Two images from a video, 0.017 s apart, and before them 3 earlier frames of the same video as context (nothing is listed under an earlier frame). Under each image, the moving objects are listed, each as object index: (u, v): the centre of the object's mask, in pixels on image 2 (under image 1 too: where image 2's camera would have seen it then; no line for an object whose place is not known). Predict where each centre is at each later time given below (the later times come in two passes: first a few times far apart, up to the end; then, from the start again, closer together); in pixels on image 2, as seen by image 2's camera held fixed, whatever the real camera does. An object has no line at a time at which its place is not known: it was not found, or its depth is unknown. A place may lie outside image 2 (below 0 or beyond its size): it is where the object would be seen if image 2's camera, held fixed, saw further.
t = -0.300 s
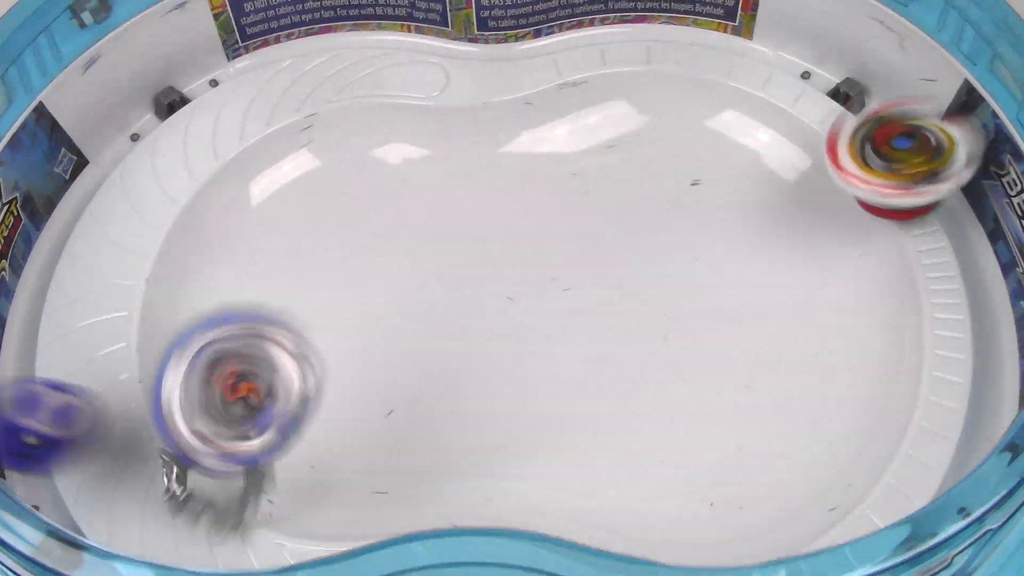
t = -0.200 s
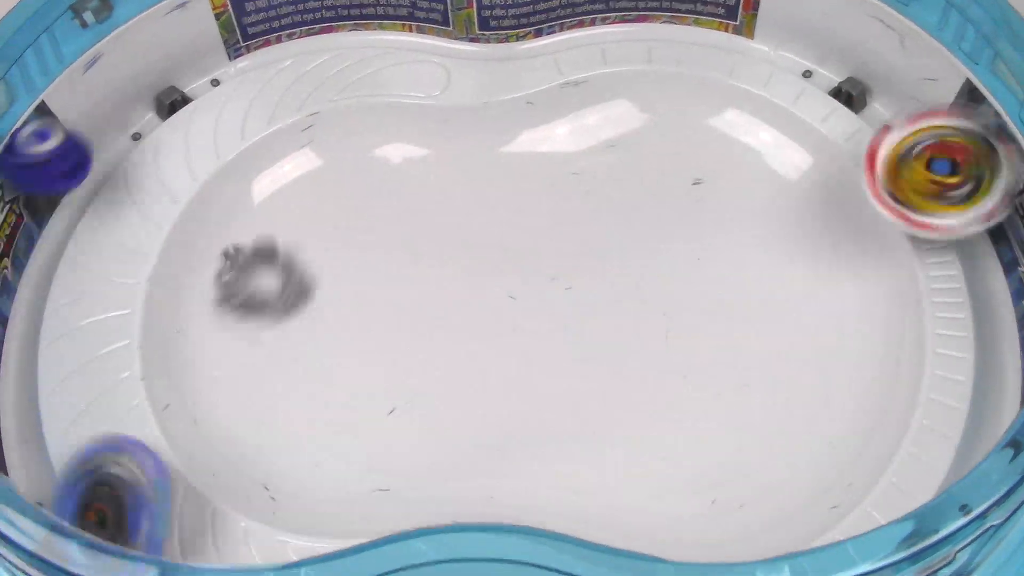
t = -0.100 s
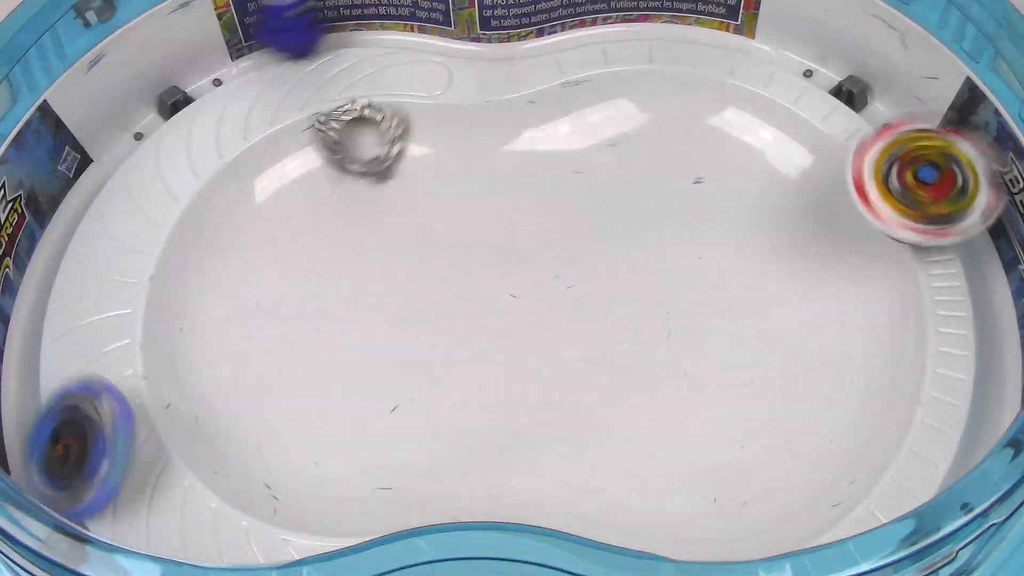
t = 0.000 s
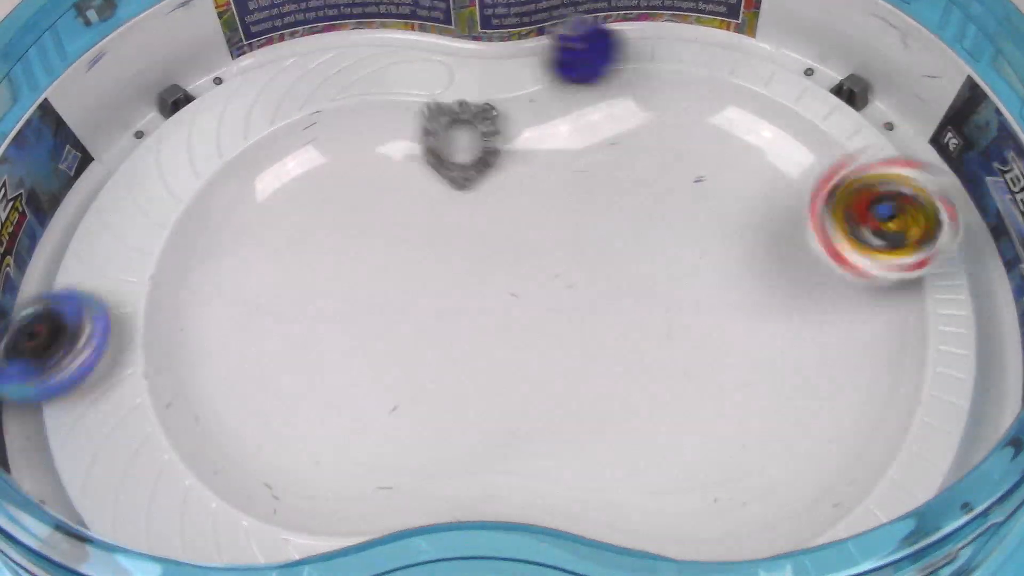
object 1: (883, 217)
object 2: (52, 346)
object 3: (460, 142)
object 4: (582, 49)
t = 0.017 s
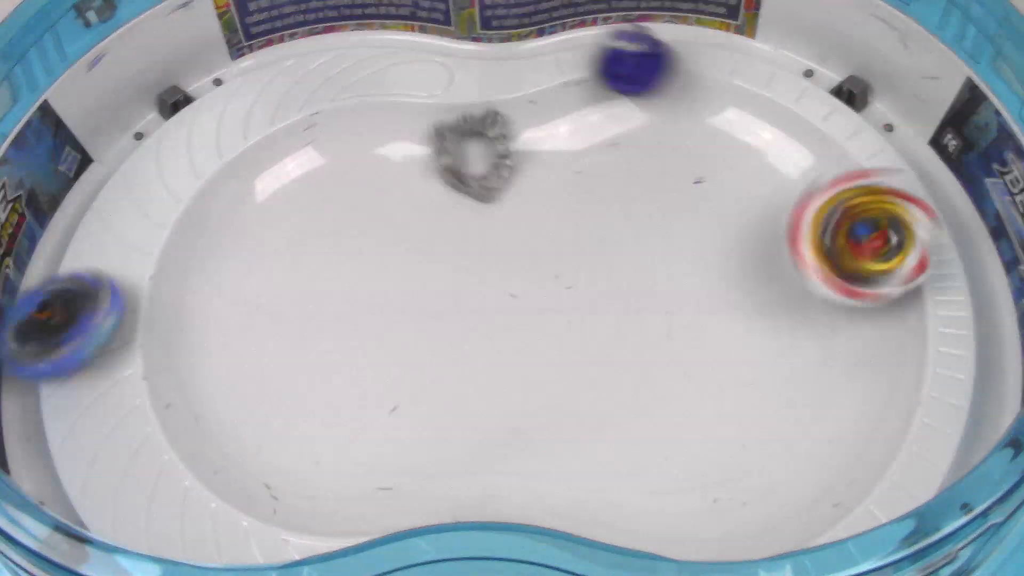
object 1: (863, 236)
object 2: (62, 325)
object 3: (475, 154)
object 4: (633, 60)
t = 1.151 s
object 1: (492, 223)
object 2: (595, 279)
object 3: (689, 409)
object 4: (58, 203)
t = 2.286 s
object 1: (617, 362)
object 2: (773, 345)
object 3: (683, 422)
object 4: (89, 160)
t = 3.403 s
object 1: (644, 316)
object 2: (775, 346)
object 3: (679, 415)
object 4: (88, 162)
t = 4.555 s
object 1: (666, 278)
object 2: (773, 344)
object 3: (682, 412)
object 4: (88, 162)
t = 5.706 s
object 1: (663, 293)
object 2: (775, 343)
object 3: (686, 409)
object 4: (89, 160)
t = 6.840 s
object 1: (655, 313)
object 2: (777, 342)
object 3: (687, 412)
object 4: (86, 156)
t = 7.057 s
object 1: (654, 303)
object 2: (774, 342)
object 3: (687, 411)
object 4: (88, 161)
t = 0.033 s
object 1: (843, 252)
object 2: (78, 302)
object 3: (488, 169)
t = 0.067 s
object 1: (793, 283)
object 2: (107, 262)
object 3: (512, 202)
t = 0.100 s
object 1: (742, 311)
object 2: (140, 225)
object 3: (536, 237)
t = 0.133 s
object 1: (691, 331)
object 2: (175, 192)
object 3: (544, 274)
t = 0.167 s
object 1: (648, 348)
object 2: (204, 159)
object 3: (566, 299)
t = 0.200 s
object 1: (614, 369)
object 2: (238, 127)
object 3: (567, 296)
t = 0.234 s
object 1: (585, 385)
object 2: (267, 101)
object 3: (560, 300)
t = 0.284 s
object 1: (534, 397)
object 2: (310, 63)
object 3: (568, 311)
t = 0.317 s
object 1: (496, 399)
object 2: (341, 57)
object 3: (569, 326)
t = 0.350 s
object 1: (463, 404)
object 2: (380, 78)
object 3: (570, 324)
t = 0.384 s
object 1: (425, 404)
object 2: (417, 98)
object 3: (570, 327)
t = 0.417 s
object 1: (392, 403)
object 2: (455, 127)
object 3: (570, 328)
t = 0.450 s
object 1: (358, 400)
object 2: (495, 173)
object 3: (570, 328)
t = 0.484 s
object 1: (329, 398)
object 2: (539, 230)
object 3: (572, 327)
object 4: (415, 543)
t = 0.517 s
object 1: (303, 394)
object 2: (542, 244)
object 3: (598, 353)
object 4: (354, 520)
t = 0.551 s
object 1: (281, 387)
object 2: (538, 248)
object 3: (631, 376)
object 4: (301, 518)
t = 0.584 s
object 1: (264, 380)
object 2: (537, 254)
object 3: (660, 395)
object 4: (249, 510)
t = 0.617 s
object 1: (254, 368)
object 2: (538, 258)
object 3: (681, 410)
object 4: (200, 495)
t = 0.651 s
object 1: (246, 354)
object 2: (539, 261)
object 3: (698, 419)
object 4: (157, 478)
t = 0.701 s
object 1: (245, 332)
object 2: (541, 263)
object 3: (705, 422)
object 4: (102, 448)
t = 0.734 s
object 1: (251, 318)
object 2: (541, 264)
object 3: (705, 422)
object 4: (67, 426)
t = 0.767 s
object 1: (261, 304)
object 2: (541, 264)
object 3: (704, 421)
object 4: (40, 402)
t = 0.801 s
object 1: (274, 292)
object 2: (541, 264)
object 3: (702, 420)
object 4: (25, 383)
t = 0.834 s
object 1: (291, 281)
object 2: (542, 264)
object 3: (700, 418)
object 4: (27, 354)
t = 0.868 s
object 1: (310, 271)
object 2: (542, 265)
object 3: (698, 416)
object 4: (28, 328)
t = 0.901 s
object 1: (331, 262)
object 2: (542, 264)
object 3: (697, 416)
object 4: (28, 306)
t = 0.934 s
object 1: (351, 256)
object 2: (542, 264)
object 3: (696, 414)
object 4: (27, 286)
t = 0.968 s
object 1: (373, 248)
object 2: (542, 264)
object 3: (694, 414)
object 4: (32, 270)
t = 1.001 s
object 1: (395, 242)
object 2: (541, 265)
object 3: (692, 412)
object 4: (38, 252)
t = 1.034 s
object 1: (419, 235)
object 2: (541, 265)
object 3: (691, 412)
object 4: (40, 239)
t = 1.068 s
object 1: (443, 230)
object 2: (546, 266)
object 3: (691, 412)
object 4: (42, 225)
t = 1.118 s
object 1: (471, 225)
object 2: (571, 271)
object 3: (690, 410)
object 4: (53, 209)
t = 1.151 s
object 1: (492, 223)
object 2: (595, 279)
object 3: (689, 409)
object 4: (58, 203)
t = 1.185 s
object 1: (513, 223)
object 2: (618, 287)
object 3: (689, 409)
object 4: (63, 195)
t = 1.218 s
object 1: (536, 223)
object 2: (637, 296)
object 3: (688, 408)
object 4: (68, 188)
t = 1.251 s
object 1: (559, 223)
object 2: (650, 303)
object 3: (688, 409)
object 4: (73, 181)
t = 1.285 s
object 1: (583, 225)
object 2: (657, 309)
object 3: (688, 408)
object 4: (77, 175)
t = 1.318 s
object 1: (601, 225)
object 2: (674, 315)
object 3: (688, 408)
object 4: (79, 172)
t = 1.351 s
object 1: (621, 229)
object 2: (689, 319)
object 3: (689, 411)
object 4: (82, 168)
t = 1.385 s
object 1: (639, 230)
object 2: (704, 319)
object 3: (688, 411)
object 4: (84, 165)
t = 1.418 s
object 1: (655, 232)
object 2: (727, 322)
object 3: (688, 416)
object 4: (85, 165)
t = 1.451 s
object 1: (670, 234)
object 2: (742, 324)
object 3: (685, 412)
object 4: (87, 162)
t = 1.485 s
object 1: (684, 238)
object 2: (754, 329)
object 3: (686, 415)
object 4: (89, 159)
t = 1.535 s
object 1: (699, 244)
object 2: (766, 338)
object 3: (684, 415)
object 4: (88, 160)
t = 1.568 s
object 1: (707, 250)
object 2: (772, 342)
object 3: (683, 415)
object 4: (88, 161)
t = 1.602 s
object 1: (706, 255)
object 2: (774, 345)
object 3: (682, 413)
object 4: (88, 161)
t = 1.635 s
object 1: (705, 259)
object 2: (776, 347)
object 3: (681, 414)
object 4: (88, 161)
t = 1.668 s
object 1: (701, 262)
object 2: (776, 348)
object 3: (680, 413)
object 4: (88, 161)
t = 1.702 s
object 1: (698, 267)
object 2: (777, 348)
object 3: (679, 412)
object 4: (88, 161)
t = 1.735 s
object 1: (691, 271)
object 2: (777, 348)
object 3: (679, 414)
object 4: (88, 161)
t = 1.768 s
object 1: (686, 276)
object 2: (777, 348)
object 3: (679, 412)
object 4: (89, 160)
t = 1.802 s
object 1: (677, 281)
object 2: (777, 347)
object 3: (679, 412)
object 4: (88, 161)
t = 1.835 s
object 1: (670, 289)
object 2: (777, 347)
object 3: (679, 412)
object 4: (88, 161)
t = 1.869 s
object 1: (663, 294)
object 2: (776, 346)
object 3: (679, 412)
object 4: (88, 161)
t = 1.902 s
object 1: (654, 300)
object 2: (775, 346)
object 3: (679, 412)
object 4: (88, 161)
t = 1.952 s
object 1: (643, 308)
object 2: (773, 345)
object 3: (678, 412)
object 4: (88, 161)
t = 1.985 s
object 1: (637, 314)
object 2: (773, 345)
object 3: (678, 412)
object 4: (88, 161)
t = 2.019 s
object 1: (632, 321)
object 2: (773, 345)
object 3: (678, 413)
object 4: (88, 161)
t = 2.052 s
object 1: (628, 329)
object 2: (773, 345)
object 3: (679, 414)
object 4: (88, 161)
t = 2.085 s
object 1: (626, 335)
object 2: (773, 345)
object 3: (679, 416)
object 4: (88, 161)
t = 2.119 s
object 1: (623, 342)
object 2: (773, 345)
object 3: (680, 418)
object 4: (89, 160)
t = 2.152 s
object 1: (621, 348)
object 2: (773, 345)
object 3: (681, 420)
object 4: (89, 160)
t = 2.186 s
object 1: (618, 354)
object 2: (773, 345)
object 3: (681, 420)
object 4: (89, 160)
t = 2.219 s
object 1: (618, 357)
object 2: (773, 345)
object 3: (681, 420)
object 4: (88, 161)
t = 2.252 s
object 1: (615, 360)
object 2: (773, 345)
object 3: (681, 420)
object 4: (89, 160)
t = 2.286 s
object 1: (617, 362)
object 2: (773, 345)
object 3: (683, 422)
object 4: (89, 160)
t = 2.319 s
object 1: (616, 362)
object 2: (773, 346)
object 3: (682, 422)
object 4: (89, 160)
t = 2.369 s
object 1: (619, 359)
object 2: (773, 345)
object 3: (682, 421)
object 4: (89, 160)
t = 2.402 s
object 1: (621, 355)
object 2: (773, 345)
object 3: (682, 421)
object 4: (88, 161)
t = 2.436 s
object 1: (626, 350)
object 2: (773, 345)
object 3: (682, 422)
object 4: (88, 161)
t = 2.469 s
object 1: (630, 344)
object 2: (773, 345)
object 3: (681, 420)
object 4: (88, 161)
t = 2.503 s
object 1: (637, 338)
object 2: (774, 345)
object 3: (682, 421)
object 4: (89, 160)
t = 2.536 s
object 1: (643, 330)
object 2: (775, 345)
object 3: (680, 418)
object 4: (88, 161)
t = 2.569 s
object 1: (649, 321)
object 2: (775, 346)
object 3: (679, 415)
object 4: (88, 161)
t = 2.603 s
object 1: (657, 313)
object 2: (776, 346)
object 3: (679, 412)
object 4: (88, 161)
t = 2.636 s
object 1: (663, 305)
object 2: (777, 347)
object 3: (679, 412)
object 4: (88, 162)
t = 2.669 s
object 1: (670, 298)
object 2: (777, 347)
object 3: (679, 414)
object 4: (88, 161)
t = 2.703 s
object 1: (674, 290)
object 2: (776, 347)
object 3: (678, 414)
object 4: (88, 162)
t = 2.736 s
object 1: (679, 284)
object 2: (776, 347)
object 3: (679, 412)
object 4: (88, 162)
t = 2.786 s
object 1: (683, 273)
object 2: (775, 347)
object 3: (678, 412)
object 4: (88, 162)
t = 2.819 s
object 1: (685, 267)
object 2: (774, 346)
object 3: (678, 412)
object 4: (88, 162)
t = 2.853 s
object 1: (685, 262)
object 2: (773, 346)
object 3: (678, 412)
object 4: (88, 162)
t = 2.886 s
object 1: (687, 260)
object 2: (774, 346)
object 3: (678, 412)
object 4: (88, 162)
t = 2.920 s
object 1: (687, 255)
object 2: (773, 346)
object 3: (678, 412)
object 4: (88, 162)
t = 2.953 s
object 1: (684, 254)
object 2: (773, 345)
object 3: (678, 412)
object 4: (88, 162)
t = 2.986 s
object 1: (683, 253)
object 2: (773, 345)
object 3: (679, 412)
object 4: (88, 162)
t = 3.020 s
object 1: (680, 253)
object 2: (773, 345)
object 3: (679, 412)
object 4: (88, 162)
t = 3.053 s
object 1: (677, 255)
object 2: (773, 345)
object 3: (679, 412)
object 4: (88, 162)
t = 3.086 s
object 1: (672, 258)
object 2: (773, 345)
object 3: (679, 412)
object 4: (88, 162)
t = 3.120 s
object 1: (668, 264)
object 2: (773, 345)
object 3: (679, 412)
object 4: (88, 162)
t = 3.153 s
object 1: (664, 267)
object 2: (773, 345)
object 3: (679, 412)
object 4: (88, 162)
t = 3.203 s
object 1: (658, 276)
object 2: (773, 345)
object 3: (679, 412)
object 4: (88, 162)
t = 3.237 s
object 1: (654, 280)
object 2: (773, 345)
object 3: (679, 411)
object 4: (88, 162)
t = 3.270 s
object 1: (649, 288)
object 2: (773, 345)
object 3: (679, 412)
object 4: (88, 162)
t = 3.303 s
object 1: (648, 295)
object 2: (774, 345)
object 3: (679, 412)
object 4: (88, 162)
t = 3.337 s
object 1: (645, 301)
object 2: (774, 346)
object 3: (679, 413)
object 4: (88, 162)
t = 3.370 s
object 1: (645, 309)
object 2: (774, 346)
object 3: (679, 412)
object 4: (88, 162)
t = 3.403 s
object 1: (644, 316)
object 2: (775, 346)
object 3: (679, 415)
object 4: (88, 162)
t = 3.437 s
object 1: (647, 325)
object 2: (775, 346)
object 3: (681, 419)
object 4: (88, 162)
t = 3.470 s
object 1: (649, 331)
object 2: (776, 346)
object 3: (681, 423)
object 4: (88, 162)
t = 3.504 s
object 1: (647, 339)
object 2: (776, 345)
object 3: (682, 432)
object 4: (88, 162)
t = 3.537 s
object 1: (645, 346)
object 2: (774, 345)
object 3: (684, 435)
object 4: (88, 162)
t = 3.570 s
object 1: (643, 350)
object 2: (773, 344)
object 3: (686, 437)
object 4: (88, 162)
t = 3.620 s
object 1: (641, 353)
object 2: (773, 344)
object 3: (685, 437)
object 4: (88, 162)
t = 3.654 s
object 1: (639, 354)
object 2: (772, 345)
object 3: (685, 437)
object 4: (88, 162)
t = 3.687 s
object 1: (641, 355)
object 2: (772, 345)
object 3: (685, 437)
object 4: (88, 162)
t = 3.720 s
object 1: (640, 352)
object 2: (772, 345)
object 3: (685, 436)
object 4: (88, 162)
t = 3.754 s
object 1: (639, 352)
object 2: (772, 345)
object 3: (685, 436)
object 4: (88, 162)
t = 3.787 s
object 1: (639, 349)
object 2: (772, 344)
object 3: (684, 434)
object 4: (88, 162)
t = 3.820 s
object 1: (639, 345)
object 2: (772, 344)
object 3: (687, 425)
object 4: (88, 162)
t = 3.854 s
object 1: (641, 341)
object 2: (772, 344)
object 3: (686, 422)
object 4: (88, 162)
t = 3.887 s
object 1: (640, 336)
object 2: (772, 344)
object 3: (683, 418)
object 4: (88, 162)
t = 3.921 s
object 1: (641, 333)
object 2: (771, 344)
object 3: (683, 418)
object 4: (88, 162)
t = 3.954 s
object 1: (644, 326)
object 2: (772, 344)
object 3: (681, 412)
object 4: (88, 162)
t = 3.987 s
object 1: (645, 320)
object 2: (772, 344)
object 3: (681, 411)
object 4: (88, 162)
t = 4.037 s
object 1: (650, 310)
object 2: (773, 344)
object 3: (681, 411)
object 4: (88, 162)
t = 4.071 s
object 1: (651, 303)
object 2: (772, 344)
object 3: (682, 411)
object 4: (88, 162)
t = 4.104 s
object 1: (654, 298)
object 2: (772, 344)
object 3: (682, 412)
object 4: (88, 162)
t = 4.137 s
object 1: (655, 292)
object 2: (771, 344)
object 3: (682, 412)
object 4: (88, 162)
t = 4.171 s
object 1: (658, 287)
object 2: (772, 344)
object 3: (682, 412)
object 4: (88, 162)
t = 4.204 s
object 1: (662, 281)
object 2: (772, 344)
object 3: (682, 412)
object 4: (88, 162)
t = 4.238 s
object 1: (662, 277)
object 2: (771, 344)
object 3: (682, 411)
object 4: (87, 162)
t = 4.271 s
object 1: (665, 274)
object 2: (771, 344)
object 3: (682, 411)
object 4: (88, 162)
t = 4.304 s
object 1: (665, 271)
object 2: (771, 343)
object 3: (682, 412)
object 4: (88, 162)
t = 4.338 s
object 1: (666, 270)
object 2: (771, 343)
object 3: (682, 411)
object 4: (88, 162)
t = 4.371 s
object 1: (668, 269)
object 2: (771, 344)
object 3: (682, 411)
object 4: (88, 161)
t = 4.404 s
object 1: (667, 269)
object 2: (771, 343)
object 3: (682, 412)
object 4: (88, 162)
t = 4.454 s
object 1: (669, 271)
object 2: (772, 344)
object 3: (682, 412)
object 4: (88, 162)
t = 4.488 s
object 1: (667, 272)
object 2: (772, 344)
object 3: (682, 411)
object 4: (88, 162)
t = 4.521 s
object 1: (667, 276)
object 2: (772, 344)
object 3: (682, 413)
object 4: (88, 162)
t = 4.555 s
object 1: (666, 278)
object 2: (773, 344)
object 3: (682, 412)
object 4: (88, 162)
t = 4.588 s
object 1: (664, 281)
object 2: (773, 344)
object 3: (682, 412)
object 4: (88, 162)
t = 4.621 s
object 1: (664, 285)
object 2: (773, 344)
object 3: (682, 412)
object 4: (88, 162)
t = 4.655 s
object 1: (663, 290)
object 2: (774, 344)
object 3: (682, 411)
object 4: (88, 162)
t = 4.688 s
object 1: (664, 296)
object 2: (775, 345)
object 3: (682, 411)
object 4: (88, 162)
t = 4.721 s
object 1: (664, 300)
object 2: (775, 345)
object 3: (682, 410)
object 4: (88, 162)
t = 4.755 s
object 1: (663, 307)
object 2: (776, 345)
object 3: (681, 411)
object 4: (88, 161)
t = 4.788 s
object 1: (665, 312)
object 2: (778, 345)
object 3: (681, 412)
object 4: (88, 161)
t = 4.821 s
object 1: (665, 316)
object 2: (777, 345)
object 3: (682, 414)
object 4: (88, 161)
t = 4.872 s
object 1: (669, 325)
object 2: (781, 344)
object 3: (682, 422)
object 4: (88, 161)
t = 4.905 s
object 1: (666, 327)
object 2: (781, 342)
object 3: (686, 420)
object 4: (88, 161)
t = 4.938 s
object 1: (662, 332)
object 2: (780, 342)
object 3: (687, 422)
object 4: (89, 160)
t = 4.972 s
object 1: (660, 335)
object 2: (779, 342)
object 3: (686, 425)
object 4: (89, 160)
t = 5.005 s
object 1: (658, 335)
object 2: (778, 342)
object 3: (686, 425)
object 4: (89, 160)
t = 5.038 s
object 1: (656, 336)
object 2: (778, 342)
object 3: (686, 423)
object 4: (88, 161)
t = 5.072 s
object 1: (654, 336)
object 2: (778, 342)
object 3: (687, 421)
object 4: (88, 161)
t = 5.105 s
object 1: (653, 336)
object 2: (777, 342)
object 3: (687, 420)
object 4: (89, 160)
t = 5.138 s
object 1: (652, 334)
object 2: (777, 342)
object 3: (686, 419)
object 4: (88, 161)
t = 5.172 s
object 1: (651, 331)
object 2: (776, 341)
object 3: (686, 418)
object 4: (88, 161)
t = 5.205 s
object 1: (650, 330)
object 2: (775, 341)
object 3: (686, 418)
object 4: (88, 161)
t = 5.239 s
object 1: (652, 327)
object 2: (776, 342)
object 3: (685, 415)
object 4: (88, 161)
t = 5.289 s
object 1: (651, 322)
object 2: (776, 342)
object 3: (685, 411)
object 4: (88, 161)
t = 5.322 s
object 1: (653, 320)
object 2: (776, 342)
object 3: (686, 410)
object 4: (89, 160)
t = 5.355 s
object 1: (655, 316)
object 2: (776, 342)
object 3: (685, 411)
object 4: (89, 160)
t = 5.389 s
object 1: (657, 314)
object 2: (776, 343)
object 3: (685, 411)
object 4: (88, 161)
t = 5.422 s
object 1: (658, 309)
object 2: (776, 343)
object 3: (685, 411)
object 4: (89, 160)
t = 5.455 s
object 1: (659, 306)
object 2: (775, 343)
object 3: (685, 410)
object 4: (88, 161)
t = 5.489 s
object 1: (661, 305)
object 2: (775, 343)
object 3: (685, 410)
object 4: (89, 160)
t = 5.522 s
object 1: (661, 301)
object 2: (775, 343)
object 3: (685, 410)
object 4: (88, 161)
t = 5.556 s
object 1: (661, 300)
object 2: (775, 343)
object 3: (685, 410)
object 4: (89, 160)
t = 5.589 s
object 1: (662, 299)
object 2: (775, 343)
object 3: (686, 408)
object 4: (89, 160)
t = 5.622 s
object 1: (663, 295)
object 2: (775, 343)
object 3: (686, 408)
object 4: (89, 160)
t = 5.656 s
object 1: (662, 294)
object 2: (775, 343)
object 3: (685, 409)
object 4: (89, 160)
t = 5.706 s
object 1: (663, 293)
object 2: (775, 343)
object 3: (686, 409)
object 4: (89, 160)
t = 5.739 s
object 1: (662, 292)
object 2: (774, 343)
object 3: (685, 409)
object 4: (89, 160)
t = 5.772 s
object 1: (662, 292)
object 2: (775, 343)
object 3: (686, 409)
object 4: (89, 160)
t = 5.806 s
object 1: (660, 291)
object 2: (774, 343)
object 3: (686, 409)
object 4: (89, 160)
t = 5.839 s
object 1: (660, 293)
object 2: (774, 342)
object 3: (686, 409)
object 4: (89, 160)
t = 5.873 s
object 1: (661, 293)
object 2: (774, 343)
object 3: (686, 409)
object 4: (89, 160)
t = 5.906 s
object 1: (659, 293)
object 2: (774, 343)
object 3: (686, 409)
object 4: (89, 160)
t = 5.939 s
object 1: (659, 297)
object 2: (774, 343)
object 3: (686, 409)
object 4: (89, 160)
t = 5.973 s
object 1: (660, 298)
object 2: (775, 343)
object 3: (686, 409)
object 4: (89, 160)
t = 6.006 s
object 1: (659, 299)
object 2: (774, 343)
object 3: (686, 409)
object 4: (89, 159)
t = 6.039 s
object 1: (660, 302)
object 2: (774, 343)
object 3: (686, 409)
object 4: (89, 159)
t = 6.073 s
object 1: (661, 304)
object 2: (775, 343)
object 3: (686, 409)
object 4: (89, 159)
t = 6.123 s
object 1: (661, 308)
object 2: (776, 343)
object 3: (686, 409)
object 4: (89, 159)
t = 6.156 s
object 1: (663, 309)
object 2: (776, 343)
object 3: (686, 409)
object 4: (89, 159)
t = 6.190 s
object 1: (663, 312)
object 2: (777, 343)
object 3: (686, 409)
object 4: (89, 160)
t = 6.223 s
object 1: (666, 316)
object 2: (779, 343)
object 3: (685, 411)
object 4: (88, 161)
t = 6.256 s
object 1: (668, 317)
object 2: (781, 343)
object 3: (685, 409)
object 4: (89, 160)
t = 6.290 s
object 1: (669, 320)
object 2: (781, 343)
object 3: (685, 411)
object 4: (88, 161)
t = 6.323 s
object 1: (672, 323)
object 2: (782, 343)
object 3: (685, 416)
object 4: (88, 161)
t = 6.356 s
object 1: (673, 323)
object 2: (783, 344)
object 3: (686, 416)
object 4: (89, 160)
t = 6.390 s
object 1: (671, 325)
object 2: (783, 343)
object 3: (687, 415)
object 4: (89, 160)
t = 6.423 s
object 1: (671, 327)
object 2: (782, 342)
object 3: (687, 417)
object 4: (88, 161)
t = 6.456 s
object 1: (671, 327)
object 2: (783, 343)
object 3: (688, 419)
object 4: (89, 160)
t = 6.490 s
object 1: (669, 327)
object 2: (782, 343)
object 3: (687, 417)
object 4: (89, 160)
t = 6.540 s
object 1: (665, 325)
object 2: (780, 342)
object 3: (687, 415)
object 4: (89, 160)
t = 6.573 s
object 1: (663, 326)
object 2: (780, 342)
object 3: (687, 416)
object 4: (89, 160)
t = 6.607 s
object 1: (664, 324)
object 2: (780, 342)
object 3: (687, 414)
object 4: (89, 160)
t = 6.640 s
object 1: (661, 321)
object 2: (779, 342)
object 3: (688, 410)
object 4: (89, 160)
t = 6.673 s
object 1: (658, 320)
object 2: (778, 342)
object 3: (688, 411)
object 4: (89, 160)
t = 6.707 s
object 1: (659, 320)
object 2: (778, 342)
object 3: (688, 411)
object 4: (89, 160)
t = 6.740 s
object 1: (659, 316)
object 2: (778, 342)
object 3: (688, 411)
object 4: (89, 160)
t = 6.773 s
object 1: (656, 315)
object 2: (777, 342)
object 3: (688, 411)
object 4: (88, 161)
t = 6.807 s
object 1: (655, 314)
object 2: (777, 342)
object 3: (687, 412)
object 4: (88, 161)
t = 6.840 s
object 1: (655, 313)
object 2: (777, 342)
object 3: (687, 412)
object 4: (86, 156)
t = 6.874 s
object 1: (654, 311)
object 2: (775, 342)
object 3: (688, 411)
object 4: (87, 158)
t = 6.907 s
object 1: (654, 309)
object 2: (775, 342)
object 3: (687, 412)
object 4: (89, 160)
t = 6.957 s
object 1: (653, 308)
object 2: (775, 342)
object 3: (687, 412)
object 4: (88, 161)
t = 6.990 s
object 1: (654, 307)
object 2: (774, 342)
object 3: (687, 412)
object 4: (89, 160)
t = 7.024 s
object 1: (653, 304)
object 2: (774, 342)
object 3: (687, 412)
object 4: (89, 160)
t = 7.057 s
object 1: (654, 303)
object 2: (774, 342)
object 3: (687, 411)
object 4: (88, 161)
